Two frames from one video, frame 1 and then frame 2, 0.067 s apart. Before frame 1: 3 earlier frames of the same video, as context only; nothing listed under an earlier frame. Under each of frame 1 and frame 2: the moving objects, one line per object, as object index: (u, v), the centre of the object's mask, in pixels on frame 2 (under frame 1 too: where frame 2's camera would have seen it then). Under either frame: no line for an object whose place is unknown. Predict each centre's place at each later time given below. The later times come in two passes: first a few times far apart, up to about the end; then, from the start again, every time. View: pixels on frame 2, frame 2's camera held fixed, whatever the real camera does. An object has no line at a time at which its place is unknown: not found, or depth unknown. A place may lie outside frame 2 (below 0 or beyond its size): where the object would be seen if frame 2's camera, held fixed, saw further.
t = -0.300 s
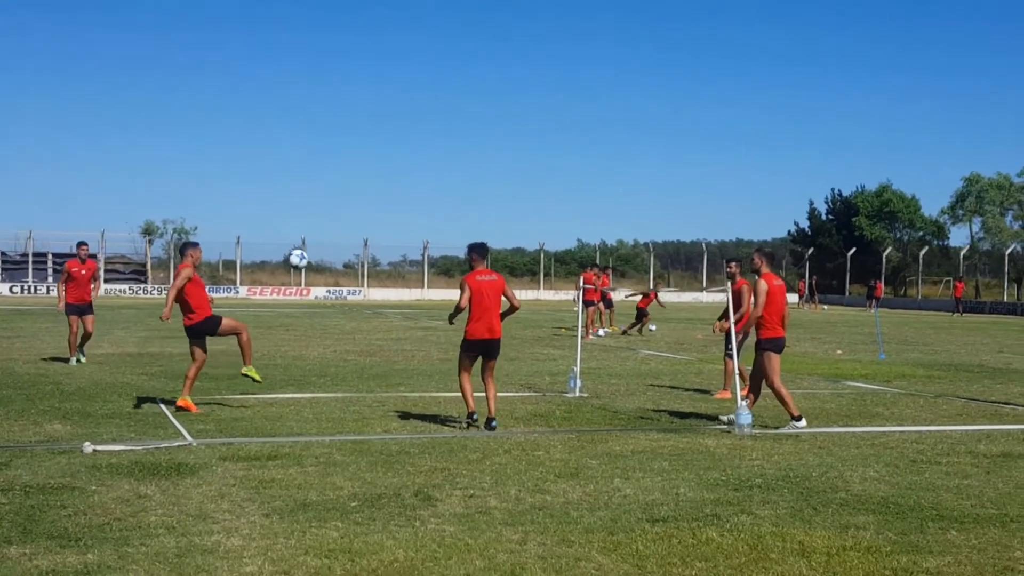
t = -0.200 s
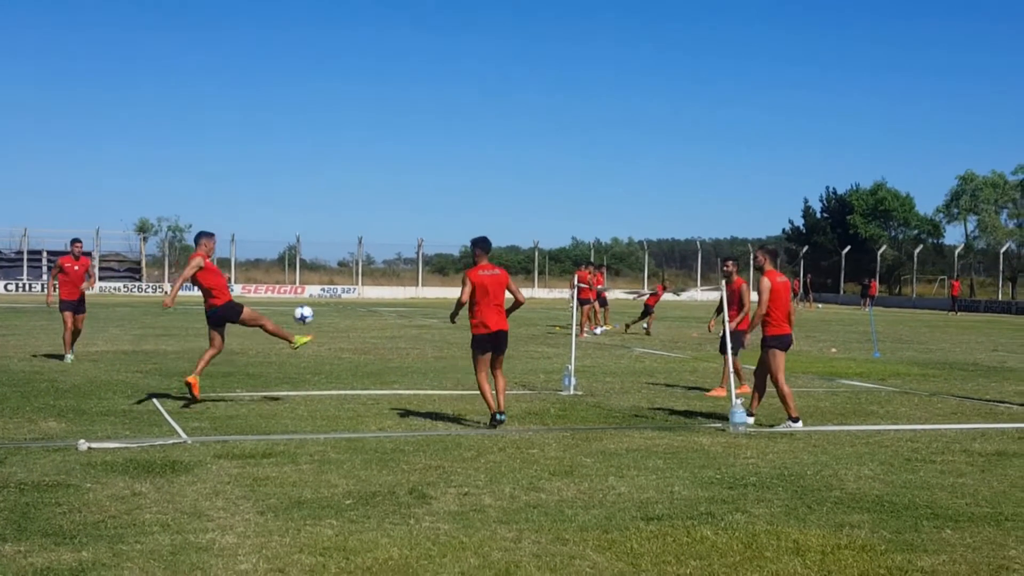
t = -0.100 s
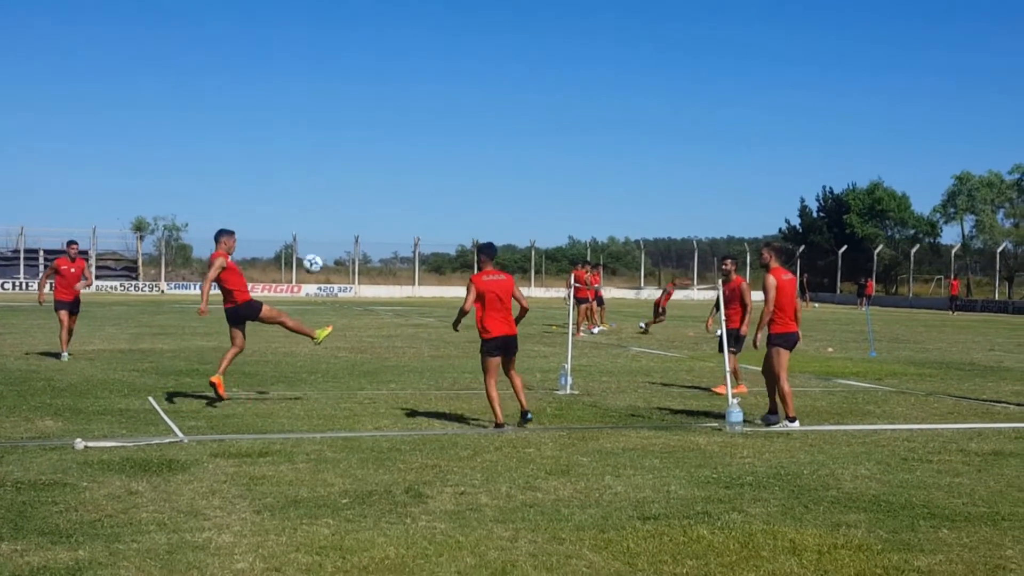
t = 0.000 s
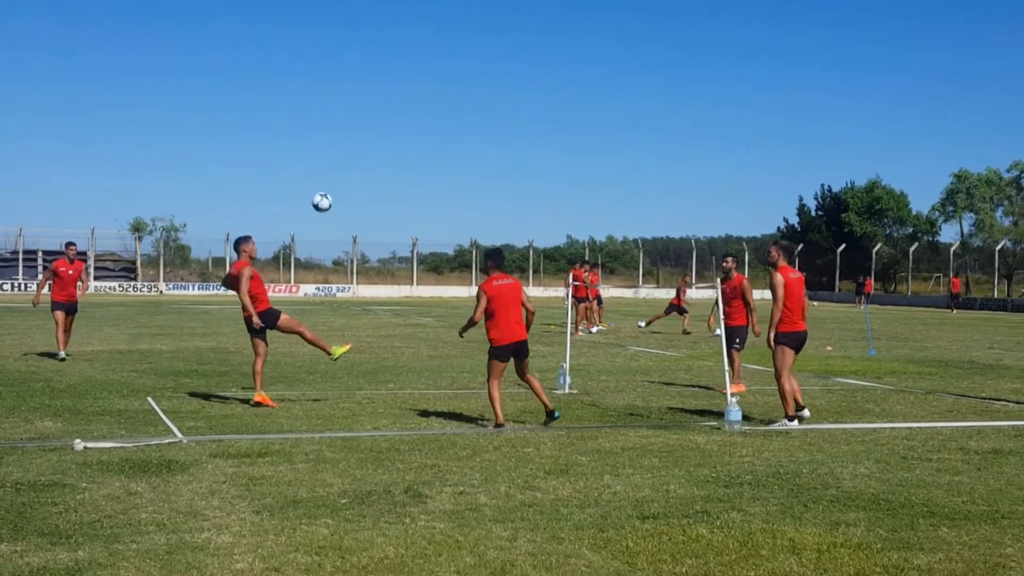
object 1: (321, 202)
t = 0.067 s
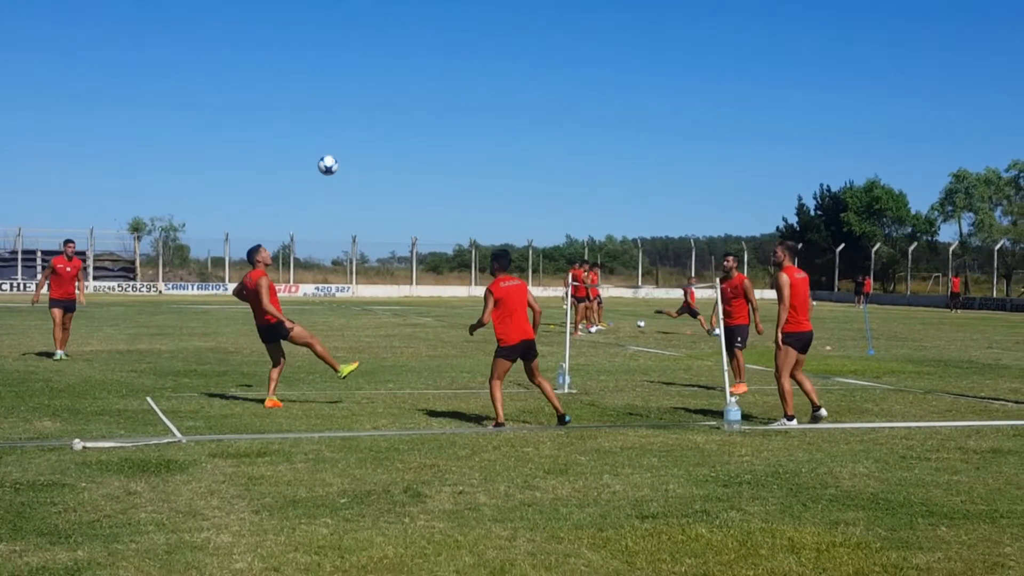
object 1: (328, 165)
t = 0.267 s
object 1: (346, 78)
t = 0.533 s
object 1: (366, 14)
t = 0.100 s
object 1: (331, 149)
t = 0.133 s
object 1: (334, 132)
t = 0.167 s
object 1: (337, 118)
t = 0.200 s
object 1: (340, 103)
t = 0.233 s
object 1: (343, 90)
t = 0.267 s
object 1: (346, 78)
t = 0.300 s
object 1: (349, 66)
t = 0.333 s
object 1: (351, 56)
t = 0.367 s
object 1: (353, 47)
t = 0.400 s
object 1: (356, 38)
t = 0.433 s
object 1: (359, 31)
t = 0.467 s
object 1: (361, 24)
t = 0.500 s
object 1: (363, 18)
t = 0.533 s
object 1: (366, 14)
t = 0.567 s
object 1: (369, 12)
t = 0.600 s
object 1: (371, 11)
